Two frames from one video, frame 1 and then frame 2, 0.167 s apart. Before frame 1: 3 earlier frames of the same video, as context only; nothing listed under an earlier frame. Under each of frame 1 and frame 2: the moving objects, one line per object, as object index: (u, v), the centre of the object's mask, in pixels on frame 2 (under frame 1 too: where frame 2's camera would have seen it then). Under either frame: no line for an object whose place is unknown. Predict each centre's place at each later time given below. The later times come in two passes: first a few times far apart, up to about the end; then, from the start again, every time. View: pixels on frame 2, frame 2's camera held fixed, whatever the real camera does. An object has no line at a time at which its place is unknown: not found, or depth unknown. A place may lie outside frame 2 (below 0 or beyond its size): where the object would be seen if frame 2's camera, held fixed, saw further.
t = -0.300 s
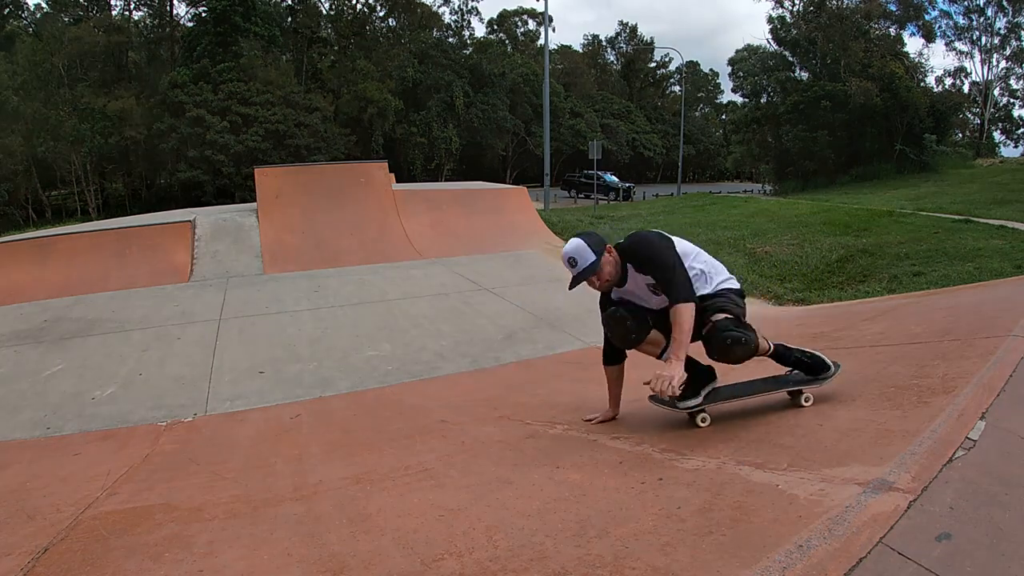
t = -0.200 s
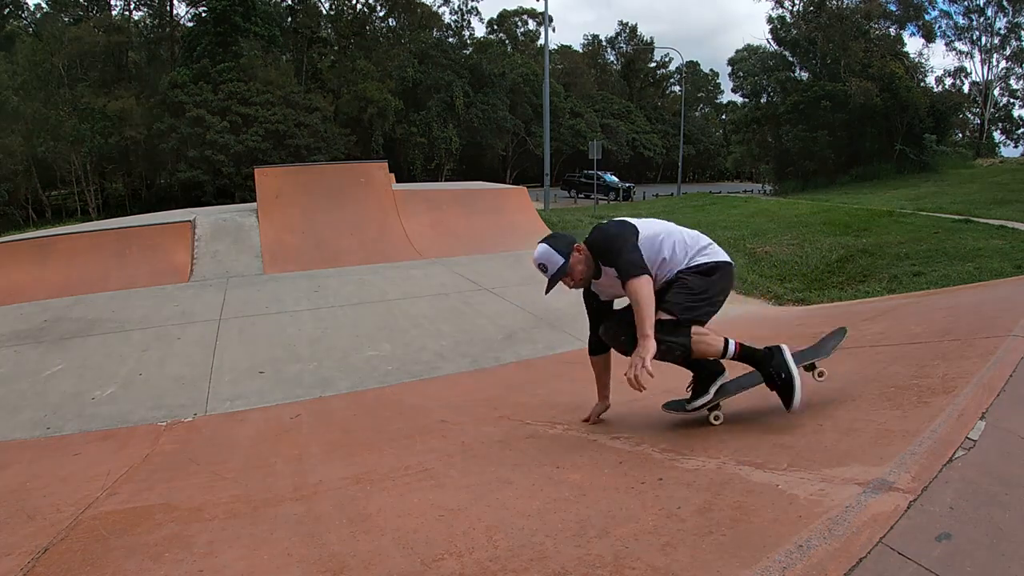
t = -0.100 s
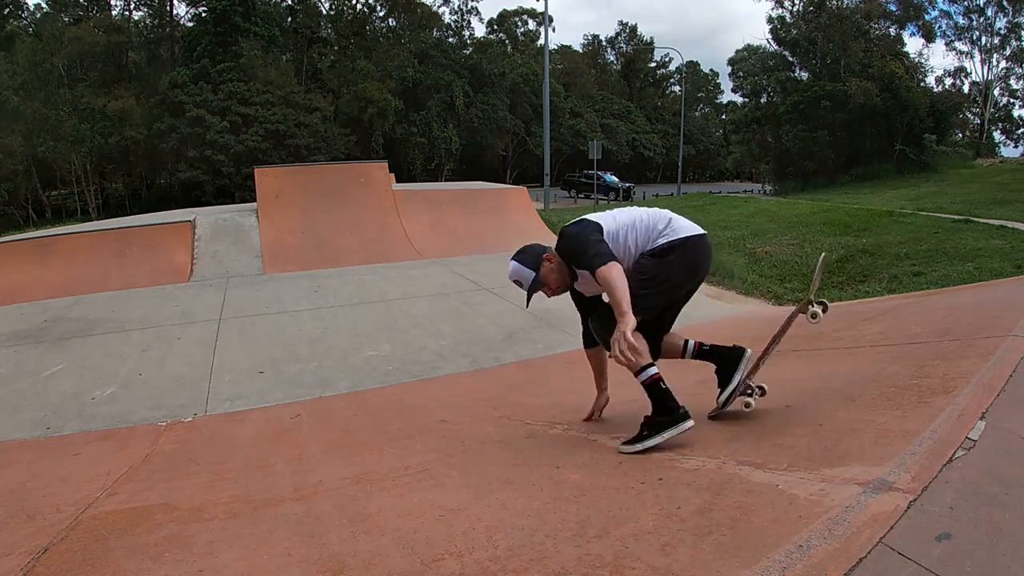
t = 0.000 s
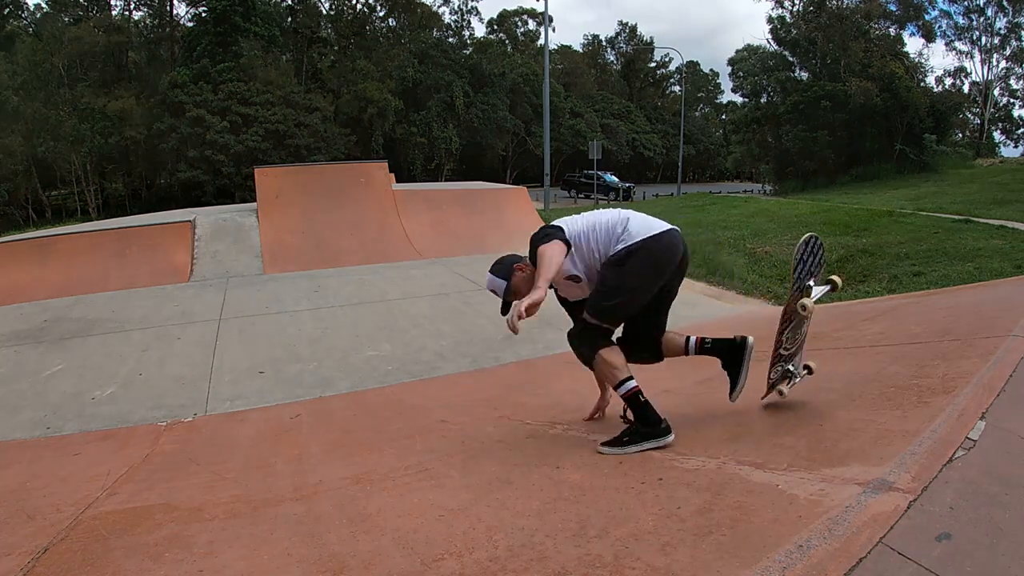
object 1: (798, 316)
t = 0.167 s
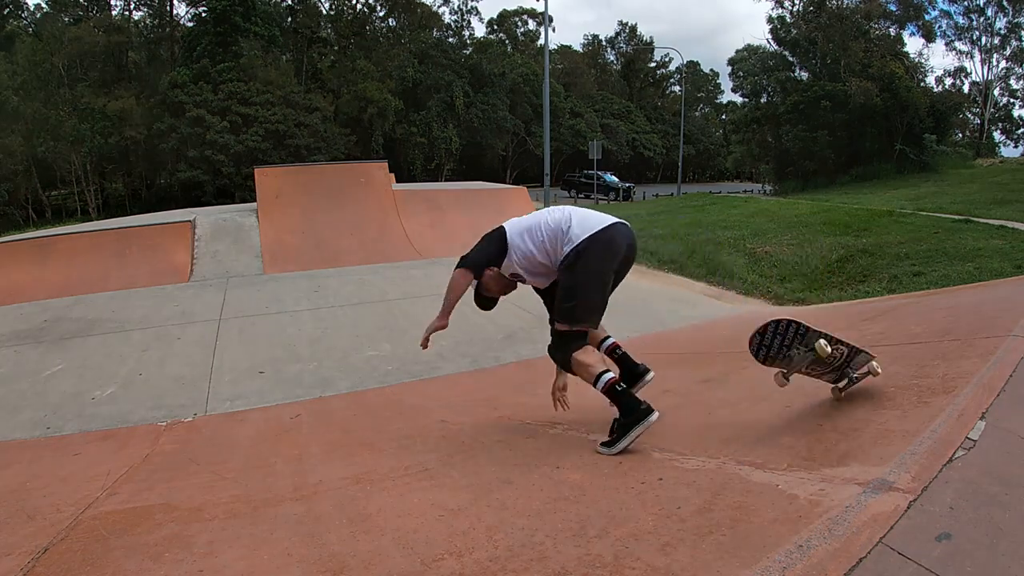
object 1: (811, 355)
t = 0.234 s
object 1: (827, 386)
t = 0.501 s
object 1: (806, 386)
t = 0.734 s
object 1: (763, 393)
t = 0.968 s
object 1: (692, 403)
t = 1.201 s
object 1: (594, 416)
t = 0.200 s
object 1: (814, 374)
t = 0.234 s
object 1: (827, 386)
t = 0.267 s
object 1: (827, 388)
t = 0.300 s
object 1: (817, 386)
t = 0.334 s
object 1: (811, 384)
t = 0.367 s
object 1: (808, 382)
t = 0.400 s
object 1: (805, 382)
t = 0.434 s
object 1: (805, 383)
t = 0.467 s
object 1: (806, 384)
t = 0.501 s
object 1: (806, 386)
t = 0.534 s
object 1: (801, 389)
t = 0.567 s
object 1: (796, 388)
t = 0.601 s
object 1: (790, 389)
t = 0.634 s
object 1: (784, 390)
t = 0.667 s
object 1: (777, 391)
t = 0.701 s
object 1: (770, 392)
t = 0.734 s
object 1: (763, 393)
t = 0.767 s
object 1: (754, 394)
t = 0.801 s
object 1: (746, 396)
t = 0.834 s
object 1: (736, 397)
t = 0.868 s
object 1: (726, 399)
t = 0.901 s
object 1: (715, 400)
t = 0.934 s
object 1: (704, 402)
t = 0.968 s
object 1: (692, 403)
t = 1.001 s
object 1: (679, 405)
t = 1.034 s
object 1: (667, 407)
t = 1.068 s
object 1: (653, 409)
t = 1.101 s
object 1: (639, 410)
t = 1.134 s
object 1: (624, 412)
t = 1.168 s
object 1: (609, 414)
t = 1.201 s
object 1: (594, 416)
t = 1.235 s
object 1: (578, 417)
